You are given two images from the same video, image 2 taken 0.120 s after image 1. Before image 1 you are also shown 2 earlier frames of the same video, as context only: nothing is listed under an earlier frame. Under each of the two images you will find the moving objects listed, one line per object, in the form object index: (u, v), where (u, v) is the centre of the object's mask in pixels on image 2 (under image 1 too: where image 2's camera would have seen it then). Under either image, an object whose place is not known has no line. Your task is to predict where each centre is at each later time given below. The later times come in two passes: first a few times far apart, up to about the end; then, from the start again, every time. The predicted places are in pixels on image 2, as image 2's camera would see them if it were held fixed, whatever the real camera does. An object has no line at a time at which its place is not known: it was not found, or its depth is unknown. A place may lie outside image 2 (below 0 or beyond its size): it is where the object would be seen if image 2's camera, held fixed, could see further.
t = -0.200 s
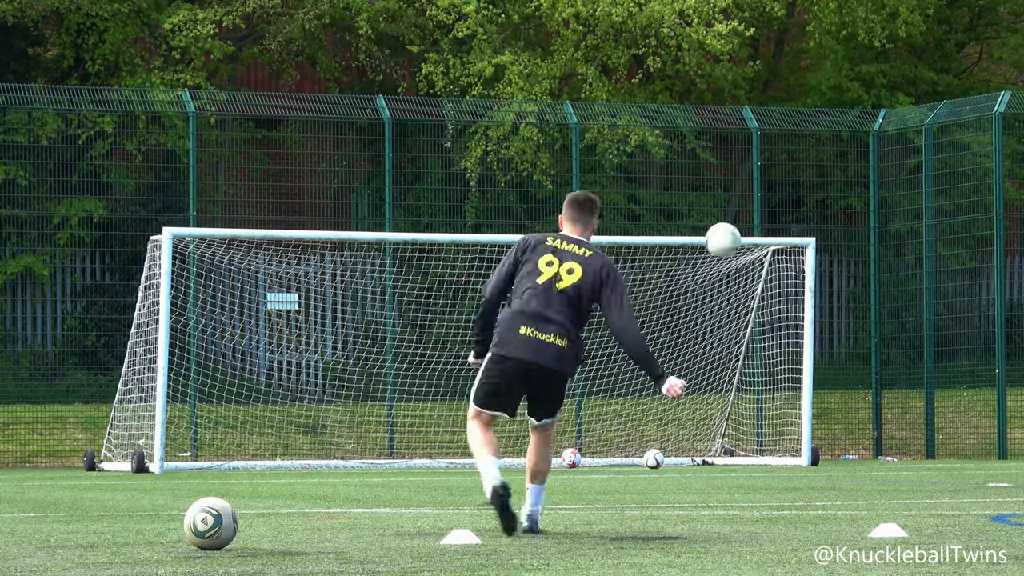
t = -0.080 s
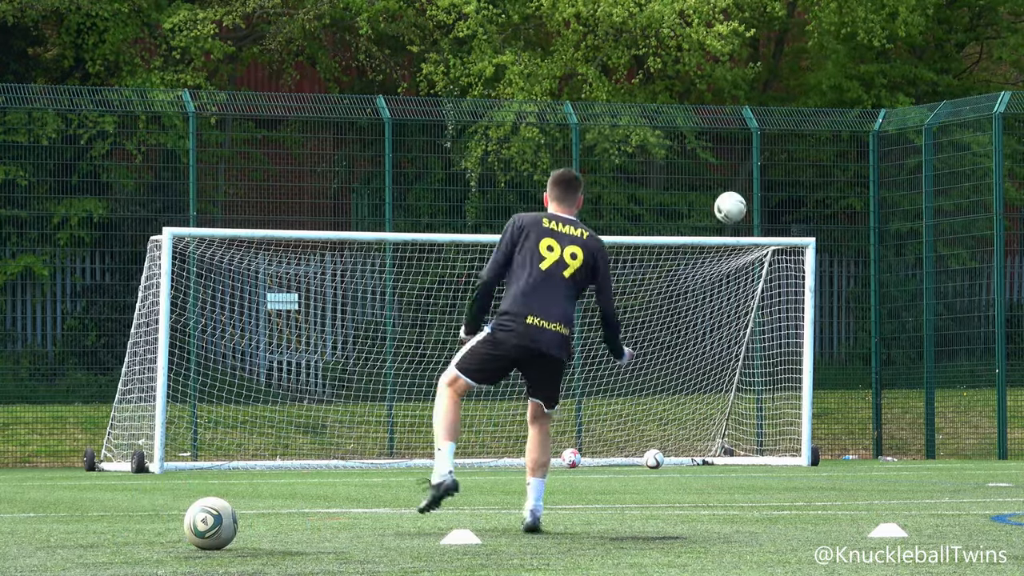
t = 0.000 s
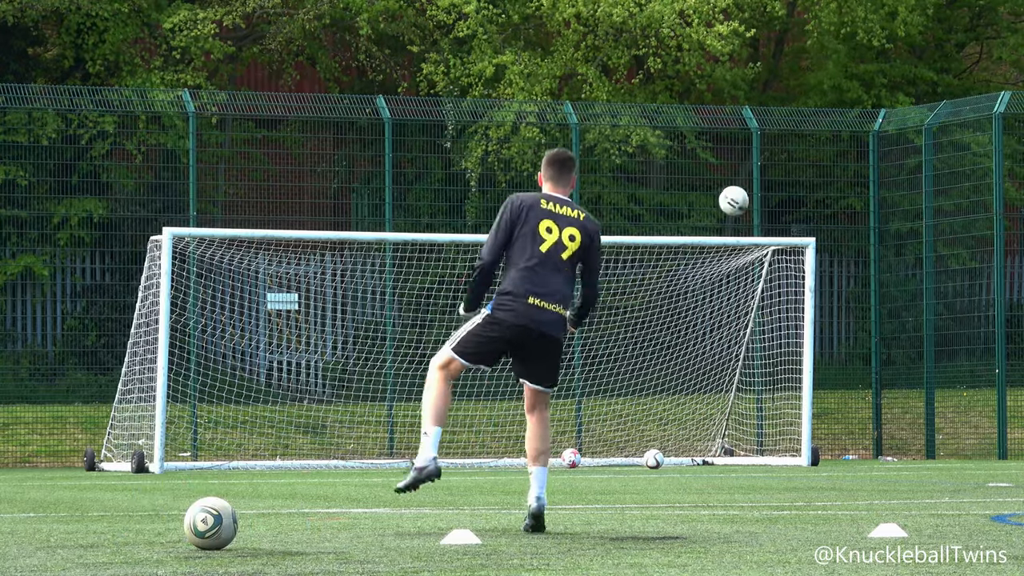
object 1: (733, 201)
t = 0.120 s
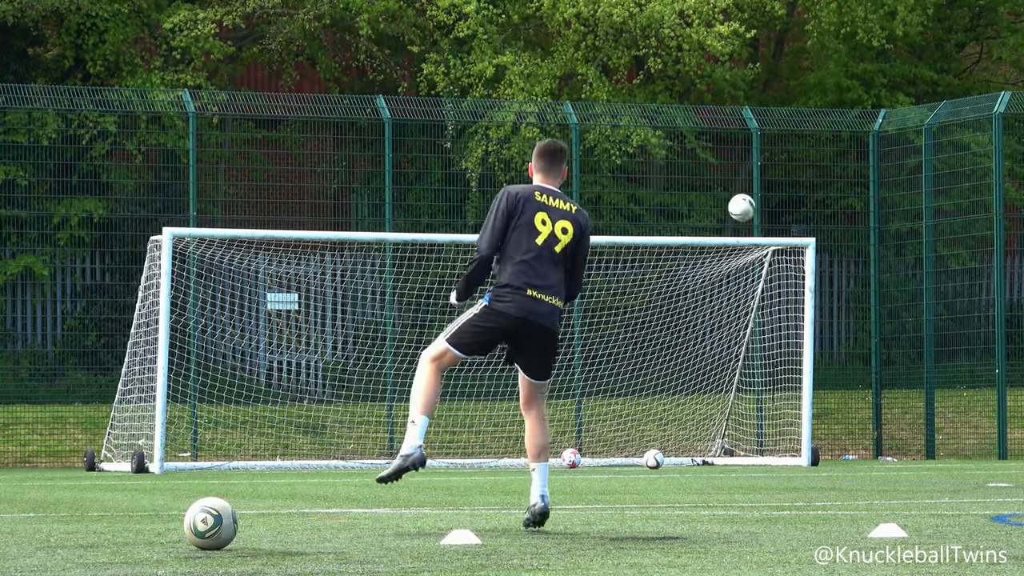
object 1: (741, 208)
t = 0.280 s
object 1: (757, 243)
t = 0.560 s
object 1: (784, 361)
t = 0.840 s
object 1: (728, 429)
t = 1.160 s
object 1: (644, 435)
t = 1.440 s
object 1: (620, 437)
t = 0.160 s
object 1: (745, 214)
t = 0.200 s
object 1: (749, 222)
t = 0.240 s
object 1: (753, 231)
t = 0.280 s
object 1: (757, 243)
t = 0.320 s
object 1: (762, 256)
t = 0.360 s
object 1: (766, 271)
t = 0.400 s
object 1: (770, 288)
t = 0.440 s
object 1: (774, 305)
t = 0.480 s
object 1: (778, 323)
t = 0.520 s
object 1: (781, 342)
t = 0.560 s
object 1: (784, 361)
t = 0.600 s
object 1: (787, 381)
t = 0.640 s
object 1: (792, 403)
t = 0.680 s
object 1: (790, 420)
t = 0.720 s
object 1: (773, 436)
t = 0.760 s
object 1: (756, 448)
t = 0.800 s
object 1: (742, 439)
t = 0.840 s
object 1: (728, 429)
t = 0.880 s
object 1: (714, 421)
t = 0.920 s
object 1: (702, 415)
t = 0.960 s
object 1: (689, 411)
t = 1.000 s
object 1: (678, 412)
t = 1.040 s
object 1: (669, 414)
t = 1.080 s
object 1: (661, 420)
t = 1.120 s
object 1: (653, 428)
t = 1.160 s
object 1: (644, 435)
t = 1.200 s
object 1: (638, 446)
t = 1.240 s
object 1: (631, 445)
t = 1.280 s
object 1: (626, 439)
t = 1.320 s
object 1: (623, 435)
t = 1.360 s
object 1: (622, 435)
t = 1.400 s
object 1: (620, 435)
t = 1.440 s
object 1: (620, 437)
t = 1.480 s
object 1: (619, 440)
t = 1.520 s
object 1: (618, 445)
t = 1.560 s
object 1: (618, 452)
